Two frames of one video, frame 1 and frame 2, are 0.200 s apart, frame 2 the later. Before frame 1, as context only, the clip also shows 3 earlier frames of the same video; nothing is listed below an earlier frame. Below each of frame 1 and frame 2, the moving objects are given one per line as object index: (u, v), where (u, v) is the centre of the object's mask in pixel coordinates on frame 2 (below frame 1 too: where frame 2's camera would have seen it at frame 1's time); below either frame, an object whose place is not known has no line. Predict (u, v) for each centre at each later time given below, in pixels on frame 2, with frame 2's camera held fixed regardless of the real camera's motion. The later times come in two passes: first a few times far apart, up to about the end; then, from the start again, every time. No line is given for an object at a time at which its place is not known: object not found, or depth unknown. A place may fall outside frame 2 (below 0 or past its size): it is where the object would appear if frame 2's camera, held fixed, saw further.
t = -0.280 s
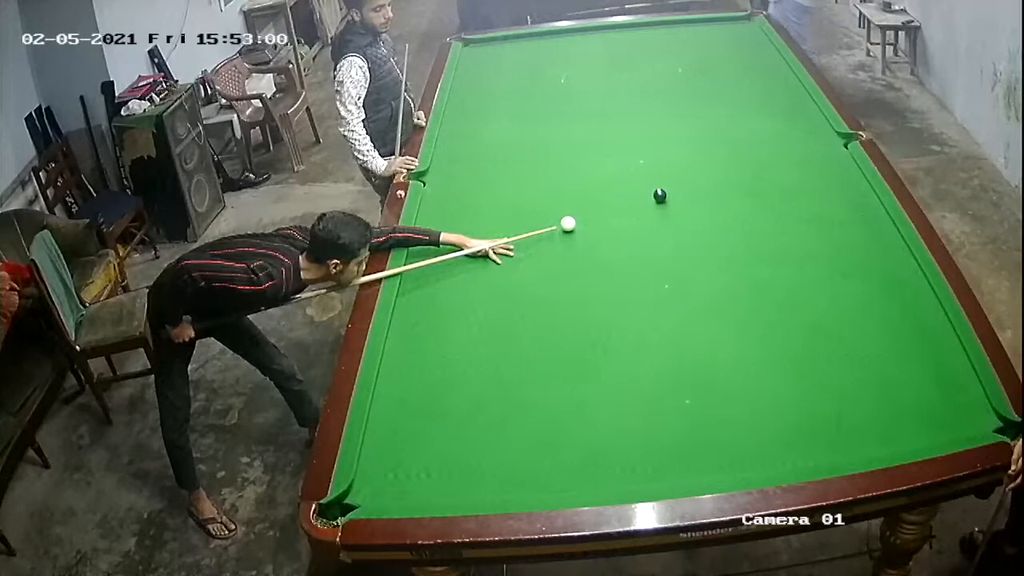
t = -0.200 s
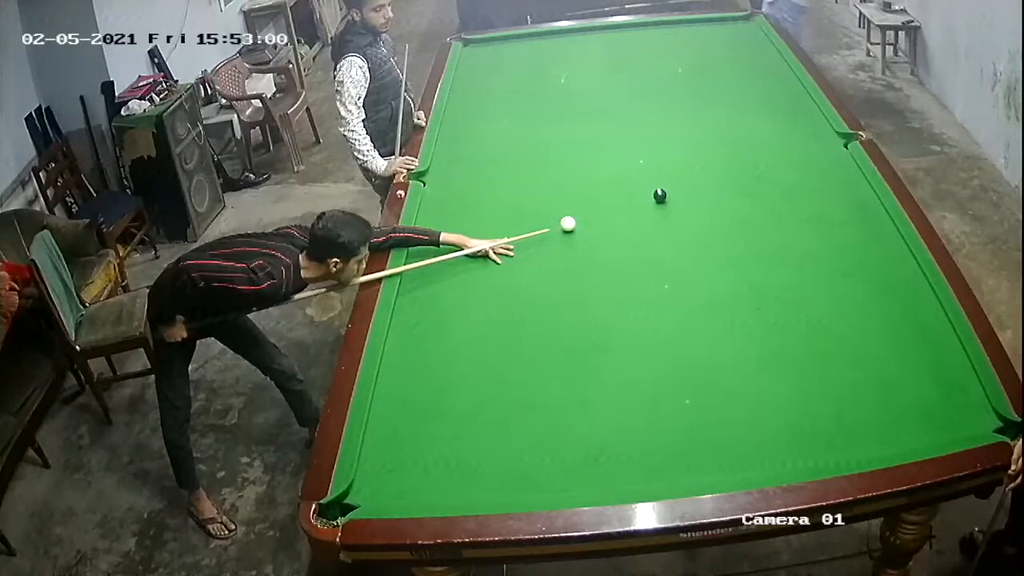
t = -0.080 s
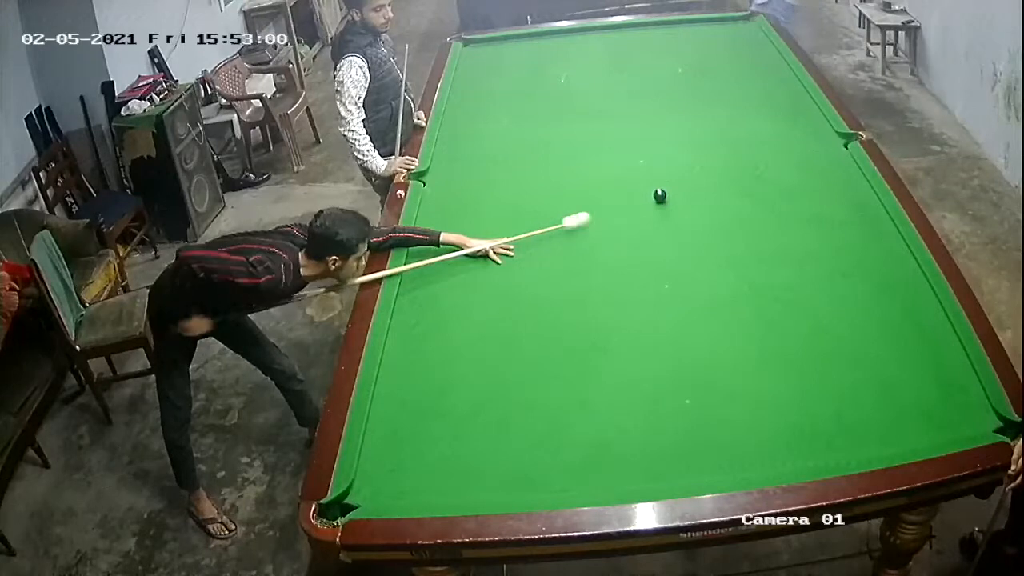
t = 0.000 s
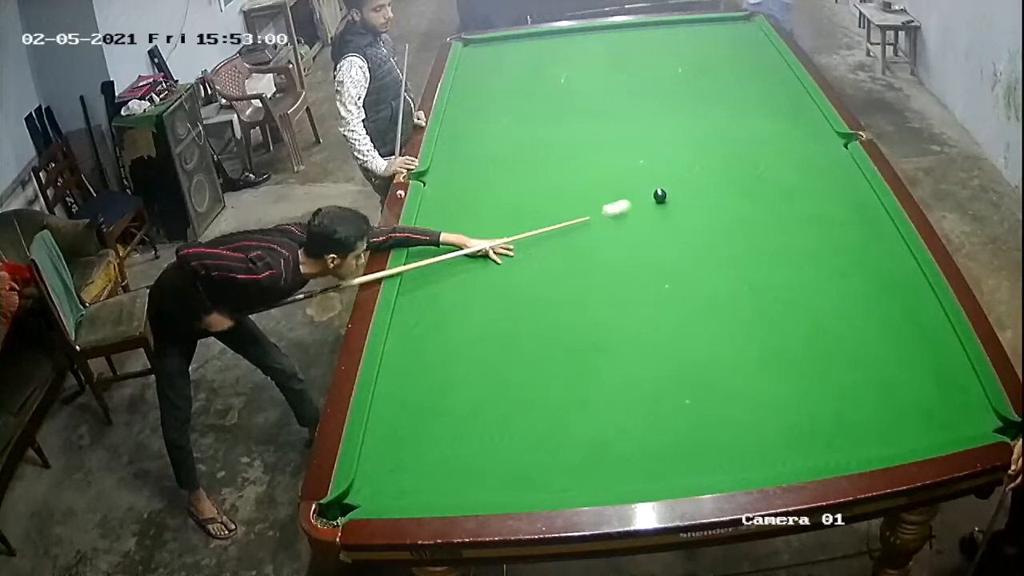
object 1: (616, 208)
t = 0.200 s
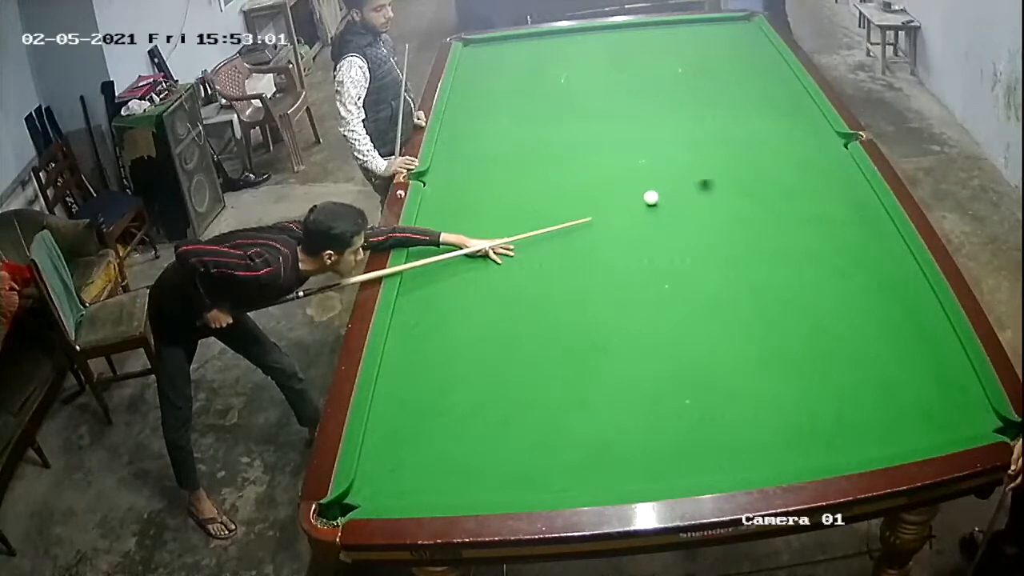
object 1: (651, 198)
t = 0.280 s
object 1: (653, 197)
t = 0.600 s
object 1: (660, 194)
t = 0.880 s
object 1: (665, 193)
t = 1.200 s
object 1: (669, 191)
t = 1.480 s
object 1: (669, 191)
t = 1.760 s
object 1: (669, 191)
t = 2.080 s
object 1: (669, 191)
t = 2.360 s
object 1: (669, 191)
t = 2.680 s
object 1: (669, 191)
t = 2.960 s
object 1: (669, 191)
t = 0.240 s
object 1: (652, 197)
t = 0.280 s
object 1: (653, 197)
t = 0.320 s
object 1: (654, 197)
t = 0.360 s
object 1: (655, 196)
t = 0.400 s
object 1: (656, 196)
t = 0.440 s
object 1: (657, 196)
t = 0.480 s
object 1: (658, 195)
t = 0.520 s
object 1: (659, 195)
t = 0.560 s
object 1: (660, 194)
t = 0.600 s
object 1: (660, 194)
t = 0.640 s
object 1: (661, 194)
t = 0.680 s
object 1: (662, 194)
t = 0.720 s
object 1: (663, 193)
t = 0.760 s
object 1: (663, 193)
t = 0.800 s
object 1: (664, 193)
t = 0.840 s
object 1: (665, 193)
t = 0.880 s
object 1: (665, 193)
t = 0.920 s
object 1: (666, 192)
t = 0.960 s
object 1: (667, 192)
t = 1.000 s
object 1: (667, 192)
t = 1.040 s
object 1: (667, 192)
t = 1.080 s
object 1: (668, 192)
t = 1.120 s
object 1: (668, 192)
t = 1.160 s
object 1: (668, 192)
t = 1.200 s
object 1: (669, 191)
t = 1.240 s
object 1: (669, 191)
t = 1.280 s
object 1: (669, 191)
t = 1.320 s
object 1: (669, 191)
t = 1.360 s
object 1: (669, 191)
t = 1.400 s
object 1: (669, 191)
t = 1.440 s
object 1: (669, 191)
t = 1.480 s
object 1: (669, 191)
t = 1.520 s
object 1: (669, 191)
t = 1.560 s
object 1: (669, 191)
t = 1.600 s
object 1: (669, 191)
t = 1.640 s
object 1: (669, 191)
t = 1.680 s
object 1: (669, 191)
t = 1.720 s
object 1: (669, 191)
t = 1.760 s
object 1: (669, 191)
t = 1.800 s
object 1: (669, 191)
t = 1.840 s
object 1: (669, 191)
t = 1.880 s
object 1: (669, 191)
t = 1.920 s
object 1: (669, 191)
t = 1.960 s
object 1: (669, 191)
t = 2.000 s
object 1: (669, 191)
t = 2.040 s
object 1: (669, 191)
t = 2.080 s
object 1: (669, 191)
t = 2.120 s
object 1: (669, 191)
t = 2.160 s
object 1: (669, 191)
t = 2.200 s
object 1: (669, 191)
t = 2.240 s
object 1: (669, 191)
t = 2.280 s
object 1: (669, 191)
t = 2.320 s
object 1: (669, 191)
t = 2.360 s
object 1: (669, 191)
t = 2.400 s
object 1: (669, 191)
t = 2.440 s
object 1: (669, 191)
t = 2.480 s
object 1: (669, 191)
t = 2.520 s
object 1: (669, 191)
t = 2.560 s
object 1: (669, 191)
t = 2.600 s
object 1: (669, 191)
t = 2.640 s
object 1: (669, 191)
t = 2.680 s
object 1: (669, 191)
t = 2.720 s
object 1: (669, 191)
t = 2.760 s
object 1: (669, 191)
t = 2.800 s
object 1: (669, 191)
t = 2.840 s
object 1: (669, 191)
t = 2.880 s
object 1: (669, 191)
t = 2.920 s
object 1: (669, 191)
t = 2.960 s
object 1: (669, 191)
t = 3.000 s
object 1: (669, 191)
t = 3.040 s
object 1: (669, 191)
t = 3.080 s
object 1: (669, 191)
